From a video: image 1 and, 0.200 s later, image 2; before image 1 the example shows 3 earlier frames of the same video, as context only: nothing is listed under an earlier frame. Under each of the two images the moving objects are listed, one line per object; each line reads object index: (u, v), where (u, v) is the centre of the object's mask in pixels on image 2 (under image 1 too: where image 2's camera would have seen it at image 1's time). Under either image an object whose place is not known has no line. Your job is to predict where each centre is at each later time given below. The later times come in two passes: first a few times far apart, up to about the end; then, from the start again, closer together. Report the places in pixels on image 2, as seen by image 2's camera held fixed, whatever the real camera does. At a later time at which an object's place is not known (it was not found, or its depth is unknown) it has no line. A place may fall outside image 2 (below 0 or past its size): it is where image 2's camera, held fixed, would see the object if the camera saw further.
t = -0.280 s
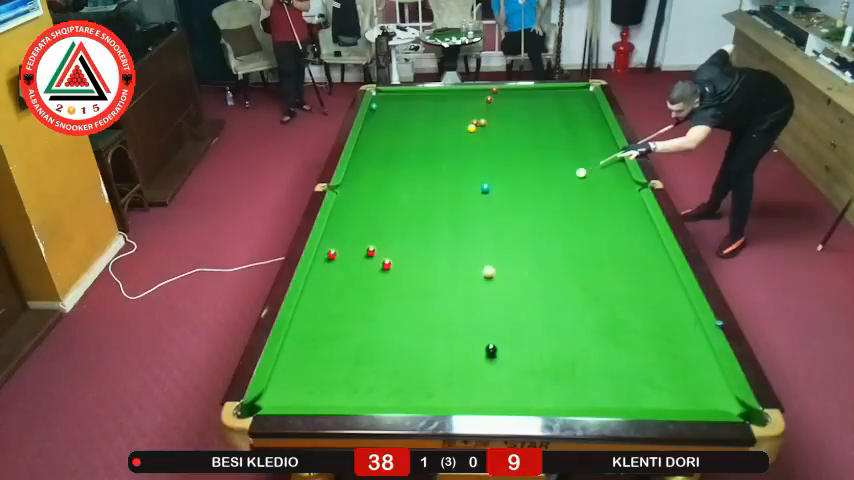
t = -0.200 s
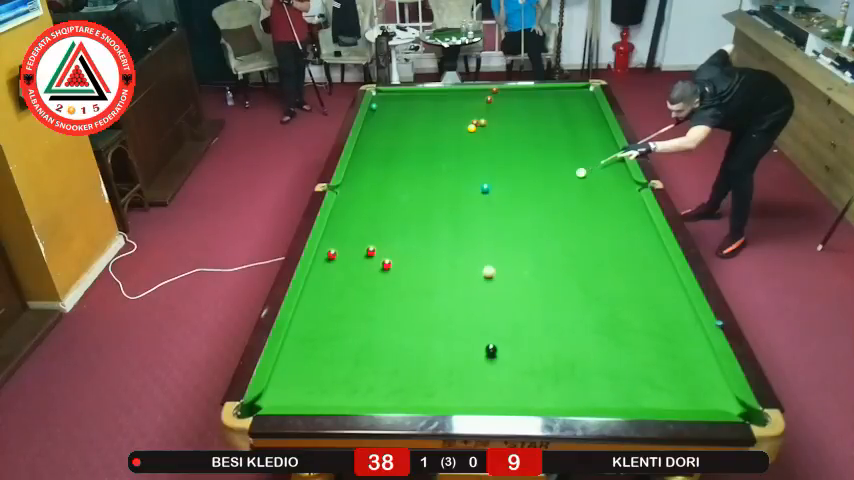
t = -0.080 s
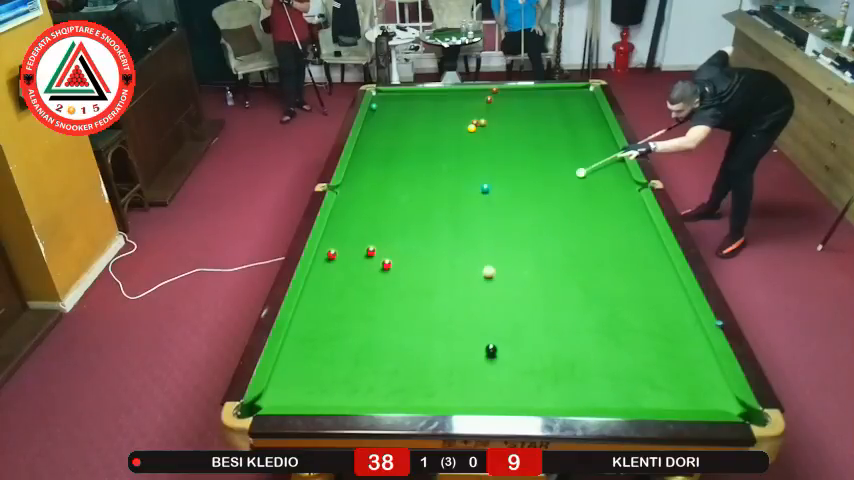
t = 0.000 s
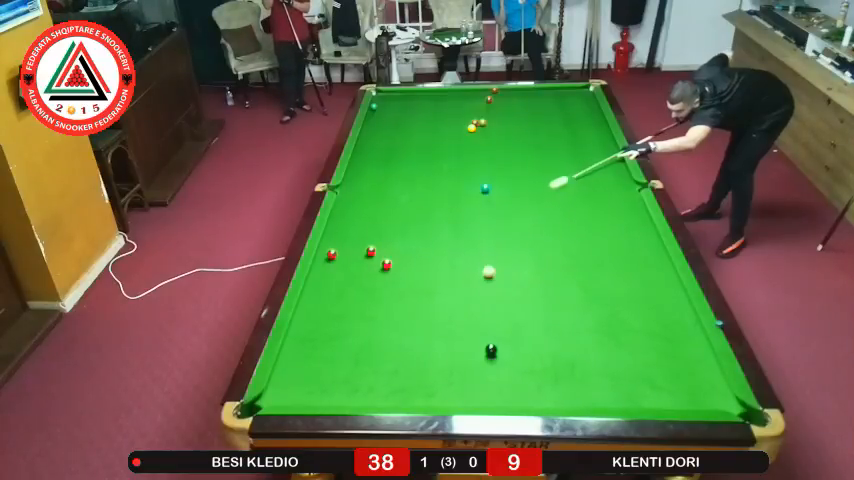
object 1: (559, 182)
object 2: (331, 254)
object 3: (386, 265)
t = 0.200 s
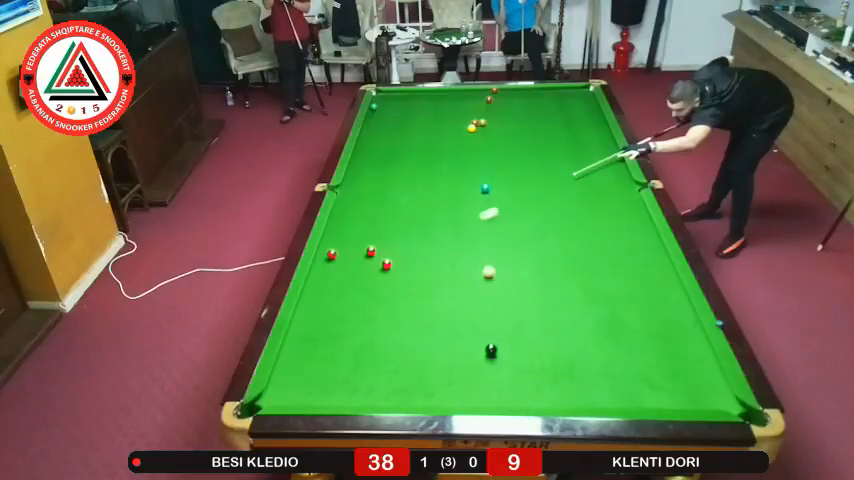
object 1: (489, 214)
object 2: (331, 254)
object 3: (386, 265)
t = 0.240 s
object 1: (475, 220)
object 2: (331, 254)
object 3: (386, 265)
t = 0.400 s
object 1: (416, 246)
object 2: (331, 254)
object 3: (386, 265)
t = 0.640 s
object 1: (345, 257)
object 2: (330, 254)
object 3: (356, 303)
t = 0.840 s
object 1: (323, 268)
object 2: (323, 247)
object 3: (325, 343)
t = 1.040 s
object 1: (346, 277)
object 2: (334, 242)
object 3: (290, 388)
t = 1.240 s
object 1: (368, 285)
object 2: (343, 238)
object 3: (285, 386)
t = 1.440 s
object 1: (392, 294)
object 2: (352, 234)
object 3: (324, 373)
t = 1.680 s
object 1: (420, 305)
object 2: (361, 230)
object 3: (366, 359)
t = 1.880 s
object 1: (443, 314)
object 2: (368, 227)
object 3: (399, 348)
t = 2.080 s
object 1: (467, 323)
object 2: (374, 224)
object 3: (429, 338)
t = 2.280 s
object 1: (490, 332)
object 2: (380, 221)
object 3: (458, 329)
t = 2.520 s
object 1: (519, 343)
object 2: (386, 218)
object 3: (490, 318)
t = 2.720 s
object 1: (544, 353)
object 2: (390, 217)
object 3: (515, 310)
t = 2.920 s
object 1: (568, 362)
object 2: (393, 215)
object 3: (537, 303)
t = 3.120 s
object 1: (592, 372)
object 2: (396, 214)
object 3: (559, 296)
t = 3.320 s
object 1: (615, 381)
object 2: (398, 213)
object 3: (579, 290)
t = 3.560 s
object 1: (643, 393)
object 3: (602, 283)
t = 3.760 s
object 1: (666, 400)
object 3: (620, 277)
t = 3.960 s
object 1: (682, 400)
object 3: (636, 272)
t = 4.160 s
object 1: (694, 397)
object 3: (652, 267)
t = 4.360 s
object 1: (705, 393)
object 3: (666, 263)
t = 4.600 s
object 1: (716, 389)
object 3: (652, 259)
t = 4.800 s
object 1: (723, 386)
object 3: (641, 256)
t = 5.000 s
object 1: (716, 384)
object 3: (631, 254)
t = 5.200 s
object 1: (711, 382)
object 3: (622, 252)
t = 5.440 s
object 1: (706, 381)
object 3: (612, 250)
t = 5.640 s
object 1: (703, 381)
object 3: (605, 248)
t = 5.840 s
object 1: (702, 380)
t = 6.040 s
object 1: (702, 380)
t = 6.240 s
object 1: (702, 380)
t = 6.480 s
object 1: (702, 380)
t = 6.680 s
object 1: (702, 380)
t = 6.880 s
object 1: (702, 380)
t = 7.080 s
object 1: (702, 380)
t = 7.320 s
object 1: (702, 380)
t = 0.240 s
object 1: (475, 220)
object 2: (331, 254)
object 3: (386, 265)
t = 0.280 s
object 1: (461, 226)
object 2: (331, 254)
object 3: (386, 265)
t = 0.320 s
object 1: (446, 233)
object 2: (331, 254)
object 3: (386, 265)
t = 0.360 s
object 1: (431, 239)
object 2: (331, 254)
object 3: (386, 265)
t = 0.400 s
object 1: (416, 246)
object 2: (331, 254)
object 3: (386, 265)
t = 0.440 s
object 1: (400, 253)
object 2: (331, 254)
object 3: (386, 265)
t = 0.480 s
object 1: (386, 257)
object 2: (331, 254)
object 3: (383, 269)
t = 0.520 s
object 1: (377, 257)
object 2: (331, 254)
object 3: (377, 276)
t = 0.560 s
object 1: (367, 256)
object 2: (331, 254)
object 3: (370, 285)
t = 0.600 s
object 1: (356, 257)
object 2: (331, 254)
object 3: (363, 294)
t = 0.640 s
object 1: (345, 257)
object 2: (330, 254)
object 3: (356, 303)
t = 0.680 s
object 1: (335, 258)
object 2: (330, 251)
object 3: (350, 311)
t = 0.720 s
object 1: (327, 262)
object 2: (327, 251)
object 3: (344, 318)
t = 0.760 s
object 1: (319, 264)
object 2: (324, 250)
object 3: (338, 327)
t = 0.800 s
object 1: (318, 266)
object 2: (322, 249)
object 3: (331, 334)
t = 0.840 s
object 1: (323, 268)
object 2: (323, 247)
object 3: (325, 343)
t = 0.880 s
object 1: (328, 270)
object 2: (326, 246)
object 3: (318, 352)
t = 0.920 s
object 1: (332, 272)
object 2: (328, 245)
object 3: (312, 360)
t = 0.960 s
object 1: (337, 273)
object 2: (330, 244)
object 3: (304, 369)
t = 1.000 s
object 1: (341, 275)
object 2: (332, 243)
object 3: (297, 378)
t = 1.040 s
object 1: (346, 277)
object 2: (334, 242)
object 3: (290, 388)
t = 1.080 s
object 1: (350, 278)
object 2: (336, 241)
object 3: (282, 396)
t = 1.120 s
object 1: (355, 280)
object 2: (338, 240)
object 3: (275, 397)
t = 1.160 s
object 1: (360, 282)
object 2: (340, 239)
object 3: (270, 393)
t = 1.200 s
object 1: (364, 284)
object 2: (342, 239)
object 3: (276, 389)
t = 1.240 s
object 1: (368, 285)
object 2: (343, 238)
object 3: (285, 386)
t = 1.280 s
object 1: (373, 287)
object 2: (346, 237)
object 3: (293, 383)
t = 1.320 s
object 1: (378, 289)
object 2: (347, 236)
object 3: (301, 381)
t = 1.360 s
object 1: (382, 290)
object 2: (349, 235)
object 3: (309, 378)
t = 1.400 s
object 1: (387, 292)
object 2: (351, 235)
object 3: (316, 376)
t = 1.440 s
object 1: (392, 294)
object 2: (352, 234)
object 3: (324, 373)
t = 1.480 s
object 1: (396, 296)
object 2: (354, 233)
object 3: (331, 371)
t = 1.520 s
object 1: (401, 298)
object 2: (355, 232)
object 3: (338, 368)
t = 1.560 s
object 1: (406, 299)
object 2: (357, 232)
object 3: (345, 366)
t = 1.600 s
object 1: (410, 301)
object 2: (358, 231)
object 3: (353, 364)
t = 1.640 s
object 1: (415, 303)
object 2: (359, 230)
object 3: (359, 361)
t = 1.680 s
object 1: (420, 305)
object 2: (361, 230)
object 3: (366, 359)
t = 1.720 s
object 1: (424, 306)
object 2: (363, 229)
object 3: (373, 357)
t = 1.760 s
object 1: (429, 309)
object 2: (364, 228)
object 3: (380, 355)
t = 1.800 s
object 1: (434, 310)
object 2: (365, 228)
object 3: (386, 353)
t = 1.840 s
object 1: (438, 312)
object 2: (367, 227)
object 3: (393, 350)
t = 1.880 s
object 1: (443, 314)
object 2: (368, 227)
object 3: (399, 348)
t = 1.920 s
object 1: (448, 316)
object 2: (369, 226)
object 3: (405, 347)
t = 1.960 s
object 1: (452, 317)
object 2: (371, 225)
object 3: (411, 344)
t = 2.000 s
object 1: (457, 319)
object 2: (372, 225)
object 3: (418, 342)
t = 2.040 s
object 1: (462, 321)
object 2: (373, 224)
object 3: (423, 340)
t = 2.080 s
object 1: (467, 323)
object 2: (374, 224)
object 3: (429, 338)
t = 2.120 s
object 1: (471, 325)
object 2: (376, 223)
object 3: (435, 336)
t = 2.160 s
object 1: (476, 327)
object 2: (377, 222)
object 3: (441, 334)
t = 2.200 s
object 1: (481, 328)
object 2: (378, 222)
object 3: (447, 332)
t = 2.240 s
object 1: (486, 330)
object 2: (379, 221)
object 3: (453, 331)
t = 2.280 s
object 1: (490, 332)
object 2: (380, 221)
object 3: (458, 329)
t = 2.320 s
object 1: (495, 334)
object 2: (381, 221)
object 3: (464, 327)
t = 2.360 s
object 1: (500, 336)
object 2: (382, 220)
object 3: (469, 325)
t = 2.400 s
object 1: (505, 338)
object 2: (383, 220)
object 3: (474, 323)
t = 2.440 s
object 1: (510, 340)
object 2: (384, 219)
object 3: (479, 322)
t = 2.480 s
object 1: (515, 342)
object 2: (385, 219)
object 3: (485, 320)
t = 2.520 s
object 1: (519, 343)
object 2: (386, 218)
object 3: (490, 318)
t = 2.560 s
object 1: (524, 345)
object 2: (386, 218)
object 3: (495, 316)
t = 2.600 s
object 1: (529, 347)
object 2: (387, 218)
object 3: (500, 315)
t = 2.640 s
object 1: (534, 349)
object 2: (388, 218)
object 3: (505, 313)
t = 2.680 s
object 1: (539, 351)
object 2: (389, 217)
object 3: (510, 312)
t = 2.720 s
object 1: (544, 353)
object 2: (390, 217)
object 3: (515, 310)
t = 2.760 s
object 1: (548, 355)
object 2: (390, 216)
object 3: (519, 309)
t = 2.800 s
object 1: (553, 357)
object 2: (391, 216)
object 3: (524, 307)
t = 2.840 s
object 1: (558, 359)
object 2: (391, 216)
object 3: (529, 306)
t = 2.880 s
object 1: (563, 360)
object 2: (393, 216)
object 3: (533, 304)
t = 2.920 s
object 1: (568, 362)
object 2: (393, 215)
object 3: (537, 303)
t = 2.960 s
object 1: (573, 364)
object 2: (394, 215)
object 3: (542, 302)
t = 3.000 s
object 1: (577, 366)
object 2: (394, 215)
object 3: (546, 300)
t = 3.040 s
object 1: (582, 368)
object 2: (395, 214)
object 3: (550, 299)
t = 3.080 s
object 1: (587, 370)
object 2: (395, 214)
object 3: (555, 297)
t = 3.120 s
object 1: (592, 372)
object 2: (396, 214)
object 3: (559, 296)
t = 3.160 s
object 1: (596, 374)
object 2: (396, 214)
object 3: (563, 295)
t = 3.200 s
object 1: (601, 376)
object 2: (397, 213)
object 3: (567, 294)
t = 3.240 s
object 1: (606, 378)
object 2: (397, 214)
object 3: (571, 293)
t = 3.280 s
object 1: (611, 380)
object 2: (398, 213)
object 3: (575, 291)
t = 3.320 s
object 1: (615, 381)
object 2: (398, 213)
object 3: (579, 290)
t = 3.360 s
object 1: (620, 383)
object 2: (399, 213)
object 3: (583, 289)
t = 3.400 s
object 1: (625, 385)
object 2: (399, 213)
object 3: (587, 287)
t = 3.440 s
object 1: (630, 387)
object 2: (399, 213)
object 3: (591, 286)
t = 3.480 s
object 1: (634, 389)
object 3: (595, 285)
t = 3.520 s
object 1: (639, 391)
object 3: (598, 284)
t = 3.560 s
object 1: (643, 393)
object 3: (602, 283)
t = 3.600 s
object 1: (648, 395)
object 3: (606, 282)
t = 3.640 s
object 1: (653, 396)
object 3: (609, 281)
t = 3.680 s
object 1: (657, 398)
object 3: (613, 279)
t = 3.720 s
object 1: (662, 399)
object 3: (616, 278)
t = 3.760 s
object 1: (666, 400)
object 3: (620, 277)
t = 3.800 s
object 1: (670, 401)
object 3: (623, 276)
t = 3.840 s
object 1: (675, 403)
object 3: (626, 275)
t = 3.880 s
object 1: (678, 402)
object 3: (630, 274)
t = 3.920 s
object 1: (680, 401)
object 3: (633, 273)
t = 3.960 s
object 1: (682, 400)
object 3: (636, 272)
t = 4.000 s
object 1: (685, 400)
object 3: (639, 271)
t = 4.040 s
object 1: (688, 399)
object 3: (642, 270)
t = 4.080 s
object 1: (690, 399)
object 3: (646, 269)
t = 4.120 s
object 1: (692, 398)
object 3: (649, 268)
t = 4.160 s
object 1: (694, 397)
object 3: (652, 267)
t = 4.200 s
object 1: (696, 396)
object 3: (655, 266)
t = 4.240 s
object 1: (699, 396)
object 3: (658, 265)
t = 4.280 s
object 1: (701, 395)
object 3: (660, 264)
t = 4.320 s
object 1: (703, 394)
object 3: (663, 263)
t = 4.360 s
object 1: (705, 393)
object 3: (666, 263)
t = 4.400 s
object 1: (707, 393)
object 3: (665, 262)
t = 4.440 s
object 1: (708, 392)
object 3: (663, 261)
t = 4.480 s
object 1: (710, 391)
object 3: (660, 261)
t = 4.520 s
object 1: (712, 390)
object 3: (657, 260)
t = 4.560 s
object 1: (714, 390)
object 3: (655, 260)
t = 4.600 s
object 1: (716, 389)
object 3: (652, 259)
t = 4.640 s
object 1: (717, 389)
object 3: (650, 258)
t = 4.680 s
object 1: (719, 388)
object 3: (648, 258)
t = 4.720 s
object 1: (721, 387)
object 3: (646, 258)
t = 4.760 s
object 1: (722, 387)
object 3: (643, 257)
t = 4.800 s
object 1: (723, 386)
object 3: (641, 256)
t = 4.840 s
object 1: (722, 386)
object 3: (639, 256)
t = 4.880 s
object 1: (720, 385)
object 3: (637, 255)
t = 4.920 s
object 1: (719, 385)
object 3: (635, 255)
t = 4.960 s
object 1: (717, 384)
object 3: (633, 254)
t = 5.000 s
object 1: (716, 384)
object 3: (631, 254)
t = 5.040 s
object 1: (715, 384)
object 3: (629, 253)
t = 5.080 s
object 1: (714, 383)
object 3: (627, 253)
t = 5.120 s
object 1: (713, 383)
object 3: (625, 252)
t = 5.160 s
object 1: (712, 383)
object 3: (624, 252)
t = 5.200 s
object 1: (711, 382)
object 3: (622, 252)
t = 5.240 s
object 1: (710, 382)
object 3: (620, 251)
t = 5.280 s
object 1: (709, 382)
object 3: (618, 251)
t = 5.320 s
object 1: (708, 382)
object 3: (617, 251)
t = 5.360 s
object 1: (707, 382)
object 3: (615, 250)
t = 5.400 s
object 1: (706, 381)
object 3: (614, 250)
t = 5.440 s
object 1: (706, 381)
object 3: (612, 250)
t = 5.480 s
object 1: (705, 381)
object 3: (611, 249)
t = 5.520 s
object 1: (704, 381)
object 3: (609, 249)
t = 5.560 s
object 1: (704, 381)
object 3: (608, 249)
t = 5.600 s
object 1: (704, 381)
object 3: (606, 248)
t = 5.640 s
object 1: (703, 381)
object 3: (605, 248)
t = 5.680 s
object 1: (703, 380)
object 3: (604, 248)
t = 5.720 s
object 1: (702, 380)
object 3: (602, 247)
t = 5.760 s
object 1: (702, 380)
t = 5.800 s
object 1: (702, 380)
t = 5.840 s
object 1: (702, 380)
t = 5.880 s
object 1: (701, 380)
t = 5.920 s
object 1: (701, 380)
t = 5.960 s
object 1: (701, 380)
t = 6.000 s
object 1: (701, 380)
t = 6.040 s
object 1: (702, 380)
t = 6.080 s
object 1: (702, 380)
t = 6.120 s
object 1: (702, 380)
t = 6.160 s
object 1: (702, 380)
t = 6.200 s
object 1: (702, 380)
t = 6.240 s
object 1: (702, 380)
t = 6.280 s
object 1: (702, 380)
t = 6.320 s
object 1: (702, 380)
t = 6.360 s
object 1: (702, 380)
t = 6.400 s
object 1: (702, 380)
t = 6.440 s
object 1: (702, 380)
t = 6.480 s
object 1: (702, 380)
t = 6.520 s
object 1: (702, 380)
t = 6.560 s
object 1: (702, 380)
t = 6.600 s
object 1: (702, 380)
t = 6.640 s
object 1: (702, 380)
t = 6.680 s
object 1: (702, 380)
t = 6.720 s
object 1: (702, 380)
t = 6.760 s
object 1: (702, 380)
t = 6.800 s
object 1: (702, 380)
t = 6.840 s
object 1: (702, 380)
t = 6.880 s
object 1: (702, 380)
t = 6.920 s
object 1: (702, 381)
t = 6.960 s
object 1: (702, 380)
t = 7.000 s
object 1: (702, 380)
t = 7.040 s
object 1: (702, 381)
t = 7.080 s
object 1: (702, 380)
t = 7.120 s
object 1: (702, 380)
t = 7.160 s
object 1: (702, 381)
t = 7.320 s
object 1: (702, 380)
